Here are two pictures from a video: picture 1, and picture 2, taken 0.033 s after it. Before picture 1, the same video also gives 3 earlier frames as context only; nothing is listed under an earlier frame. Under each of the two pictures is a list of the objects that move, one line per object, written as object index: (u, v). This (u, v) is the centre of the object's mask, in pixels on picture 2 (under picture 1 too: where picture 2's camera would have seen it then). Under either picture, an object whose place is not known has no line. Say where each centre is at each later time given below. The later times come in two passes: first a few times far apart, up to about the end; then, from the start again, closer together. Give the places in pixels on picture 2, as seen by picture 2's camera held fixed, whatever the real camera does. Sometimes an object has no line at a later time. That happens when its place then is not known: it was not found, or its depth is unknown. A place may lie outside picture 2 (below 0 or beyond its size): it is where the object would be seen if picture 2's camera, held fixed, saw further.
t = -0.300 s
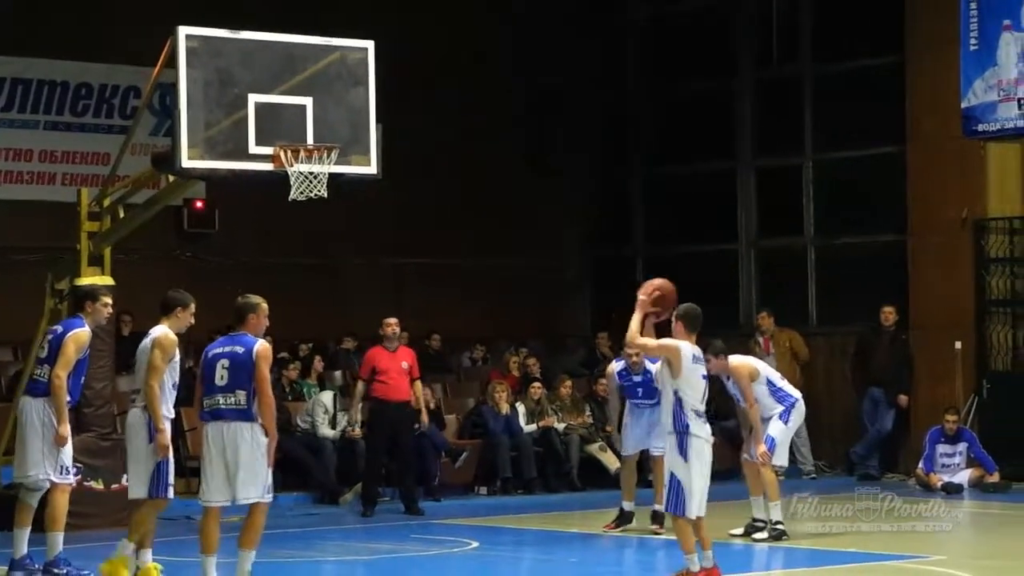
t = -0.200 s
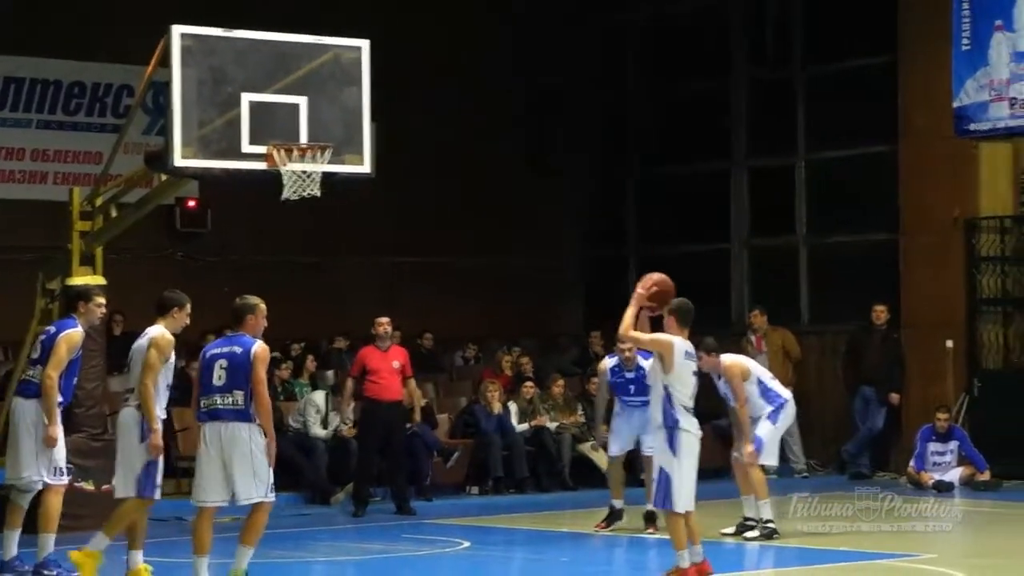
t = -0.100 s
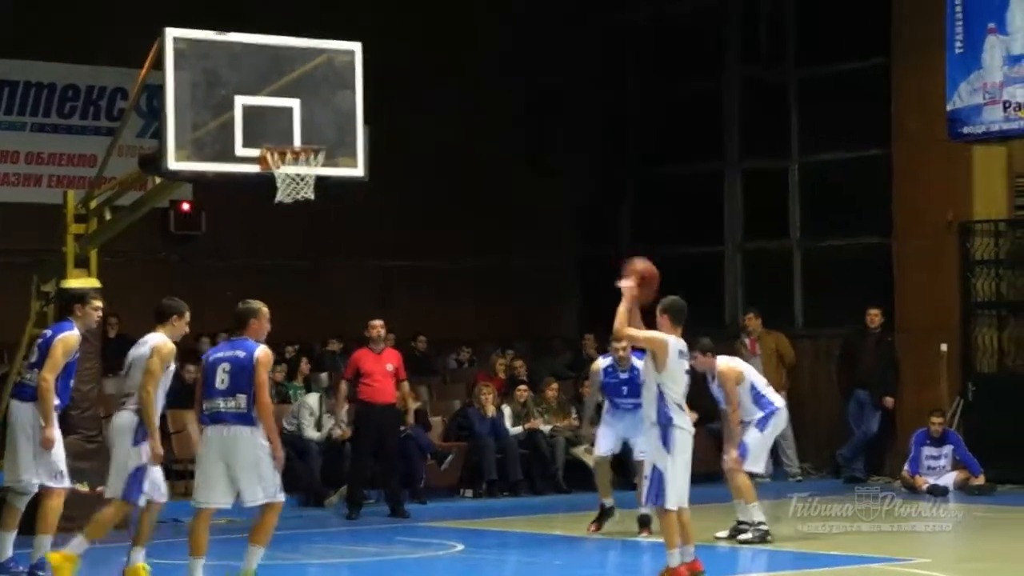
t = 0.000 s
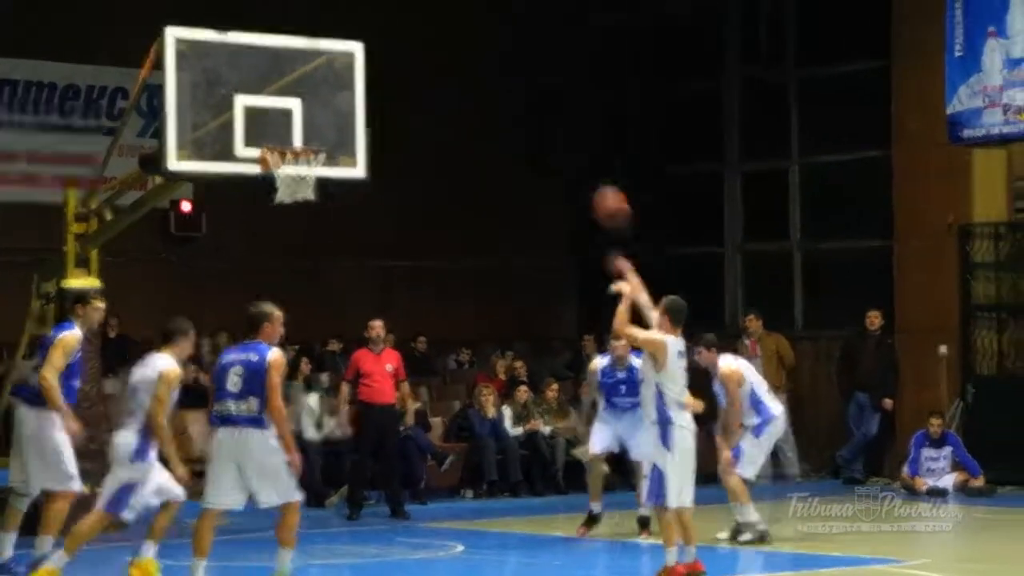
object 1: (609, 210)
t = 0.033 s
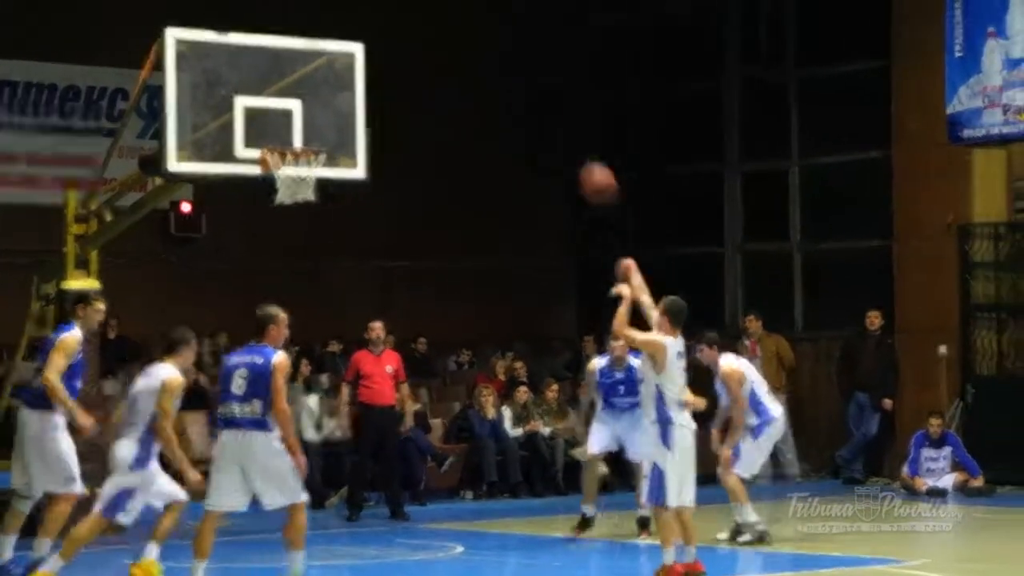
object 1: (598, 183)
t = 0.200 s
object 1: (536, 90)
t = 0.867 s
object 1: (333, 96)
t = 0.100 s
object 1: (573, 140)
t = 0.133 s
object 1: (560, 122)
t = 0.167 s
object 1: (548, 105)
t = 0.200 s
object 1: (536, 90)
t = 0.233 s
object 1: (523, 75)
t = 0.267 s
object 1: (512, 63)
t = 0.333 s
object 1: (491, 43)
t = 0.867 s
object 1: (333, 96)
